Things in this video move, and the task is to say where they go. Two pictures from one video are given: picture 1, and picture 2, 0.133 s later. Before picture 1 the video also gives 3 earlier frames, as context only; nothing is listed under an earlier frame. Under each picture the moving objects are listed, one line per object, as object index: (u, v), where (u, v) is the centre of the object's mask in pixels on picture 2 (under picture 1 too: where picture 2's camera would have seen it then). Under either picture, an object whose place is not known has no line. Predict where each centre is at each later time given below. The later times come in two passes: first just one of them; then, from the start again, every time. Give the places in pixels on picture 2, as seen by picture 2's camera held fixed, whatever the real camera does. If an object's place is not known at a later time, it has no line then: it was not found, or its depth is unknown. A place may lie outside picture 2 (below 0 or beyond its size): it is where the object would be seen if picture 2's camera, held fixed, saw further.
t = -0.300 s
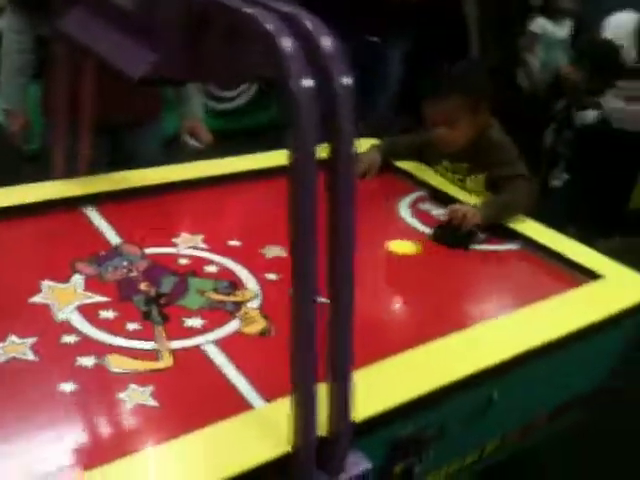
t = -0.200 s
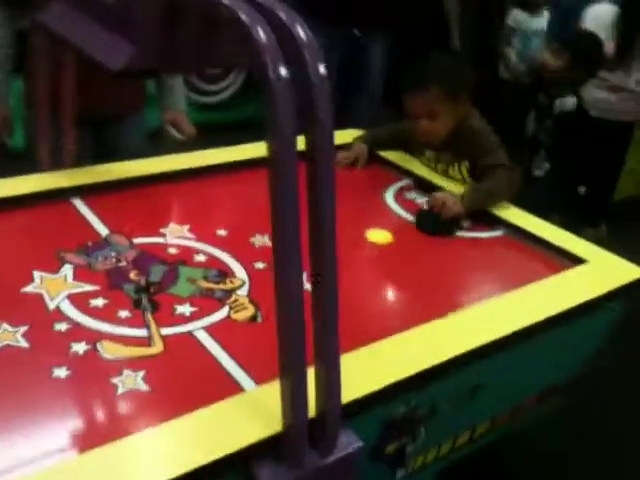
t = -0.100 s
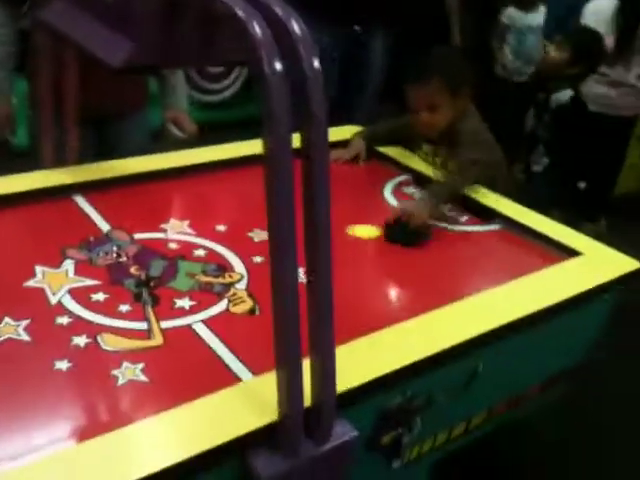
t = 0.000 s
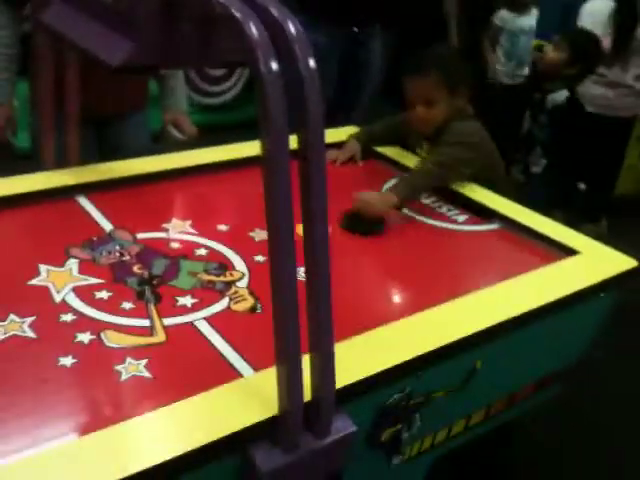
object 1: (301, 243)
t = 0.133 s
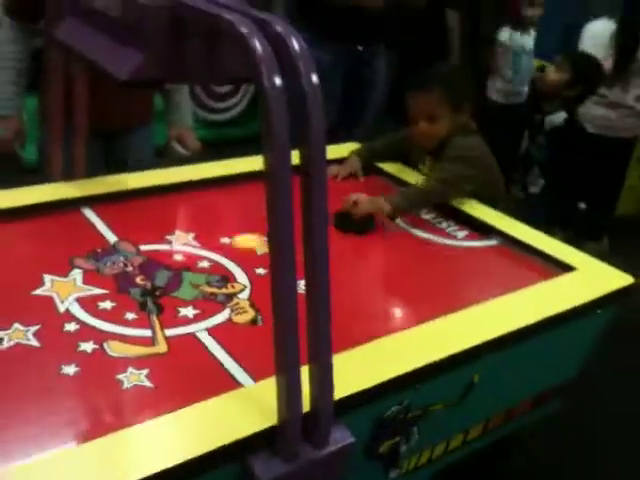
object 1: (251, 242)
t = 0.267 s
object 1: (184, 237)
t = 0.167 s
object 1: (232, 240)
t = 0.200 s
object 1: (215, 240)
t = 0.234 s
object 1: (200, 238)
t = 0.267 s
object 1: (184, 237)
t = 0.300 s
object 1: (169, 236)
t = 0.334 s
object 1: (152, 235)
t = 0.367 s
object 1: (138, 235)
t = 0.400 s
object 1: (123, 233)
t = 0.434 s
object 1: (106, 232)
